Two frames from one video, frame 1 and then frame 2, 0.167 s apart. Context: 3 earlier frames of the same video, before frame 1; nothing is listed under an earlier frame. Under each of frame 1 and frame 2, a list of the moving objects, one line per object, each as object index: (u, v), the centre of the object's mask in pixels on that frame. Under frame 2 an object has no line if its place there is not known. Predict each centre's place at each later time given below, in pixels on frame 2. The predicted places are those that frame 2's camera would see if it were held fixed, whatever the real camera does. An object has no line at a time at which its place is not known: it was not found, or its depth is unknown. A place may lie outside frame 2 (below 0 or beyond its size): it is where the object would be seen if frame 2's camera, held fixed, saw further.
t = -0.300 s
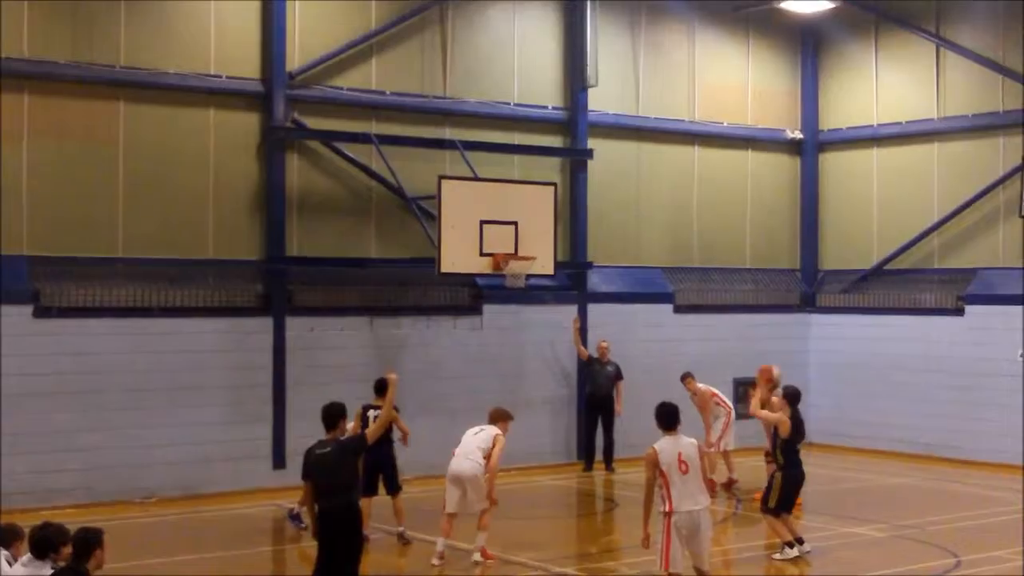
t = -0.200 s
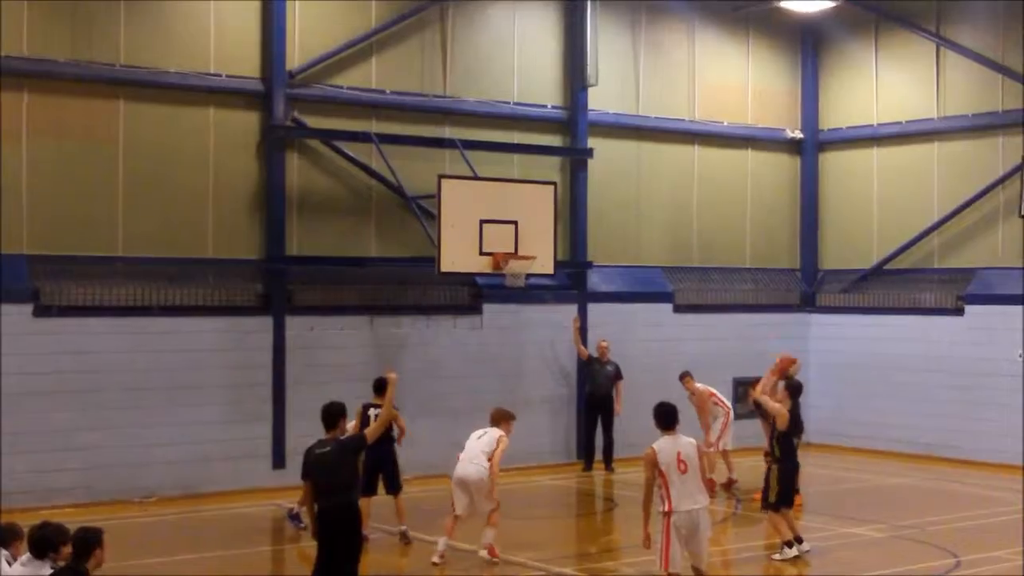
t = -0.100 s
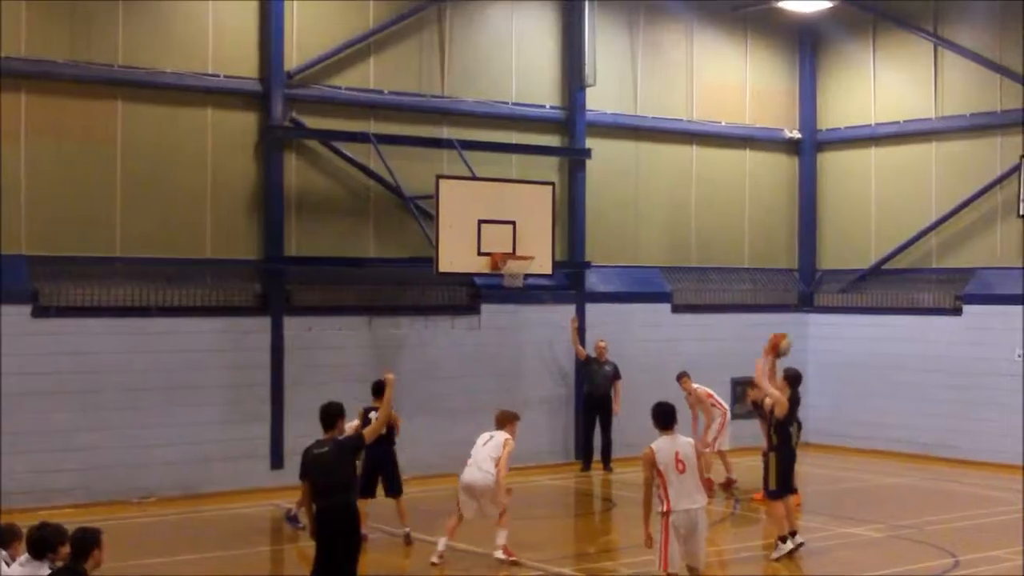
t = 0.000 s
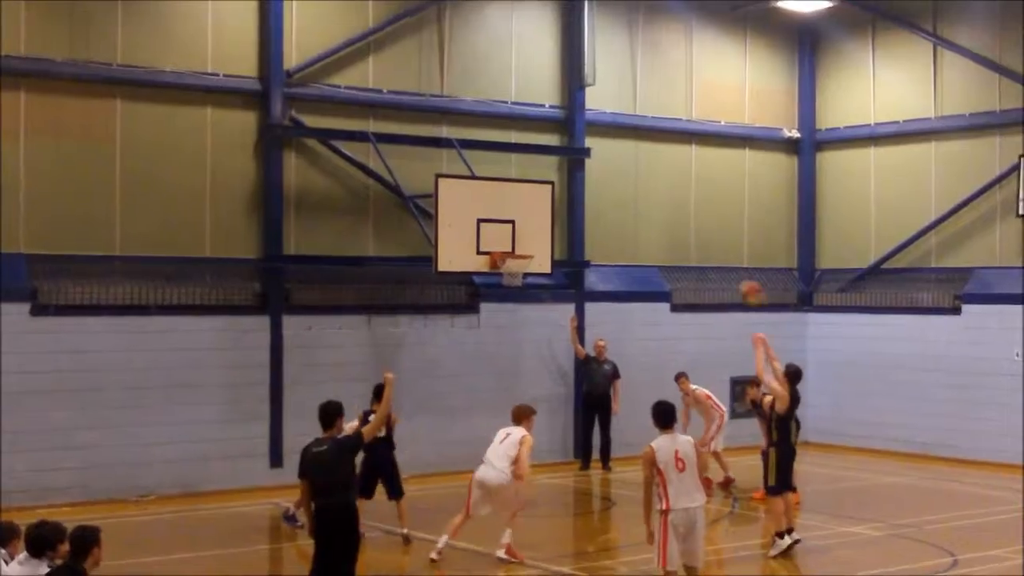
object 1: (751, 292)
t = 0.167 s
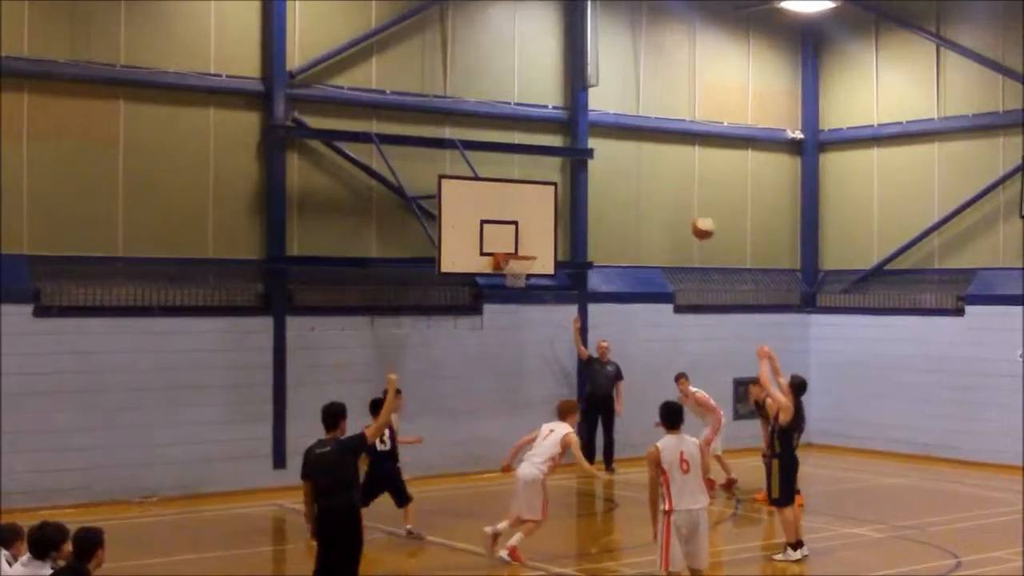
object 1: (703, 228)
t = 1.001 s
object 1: (516, 275)
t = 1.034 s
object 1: (518, 284)
